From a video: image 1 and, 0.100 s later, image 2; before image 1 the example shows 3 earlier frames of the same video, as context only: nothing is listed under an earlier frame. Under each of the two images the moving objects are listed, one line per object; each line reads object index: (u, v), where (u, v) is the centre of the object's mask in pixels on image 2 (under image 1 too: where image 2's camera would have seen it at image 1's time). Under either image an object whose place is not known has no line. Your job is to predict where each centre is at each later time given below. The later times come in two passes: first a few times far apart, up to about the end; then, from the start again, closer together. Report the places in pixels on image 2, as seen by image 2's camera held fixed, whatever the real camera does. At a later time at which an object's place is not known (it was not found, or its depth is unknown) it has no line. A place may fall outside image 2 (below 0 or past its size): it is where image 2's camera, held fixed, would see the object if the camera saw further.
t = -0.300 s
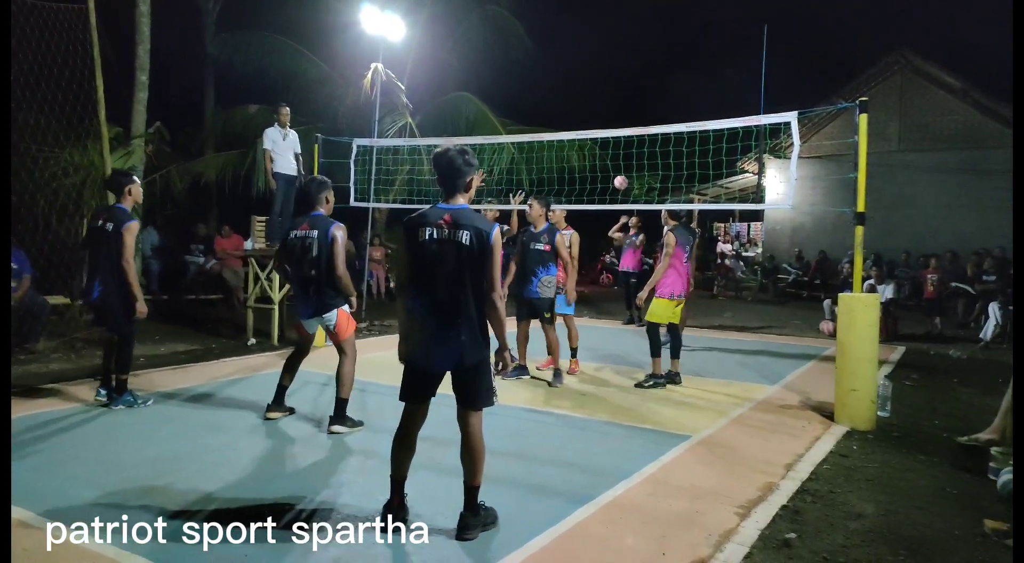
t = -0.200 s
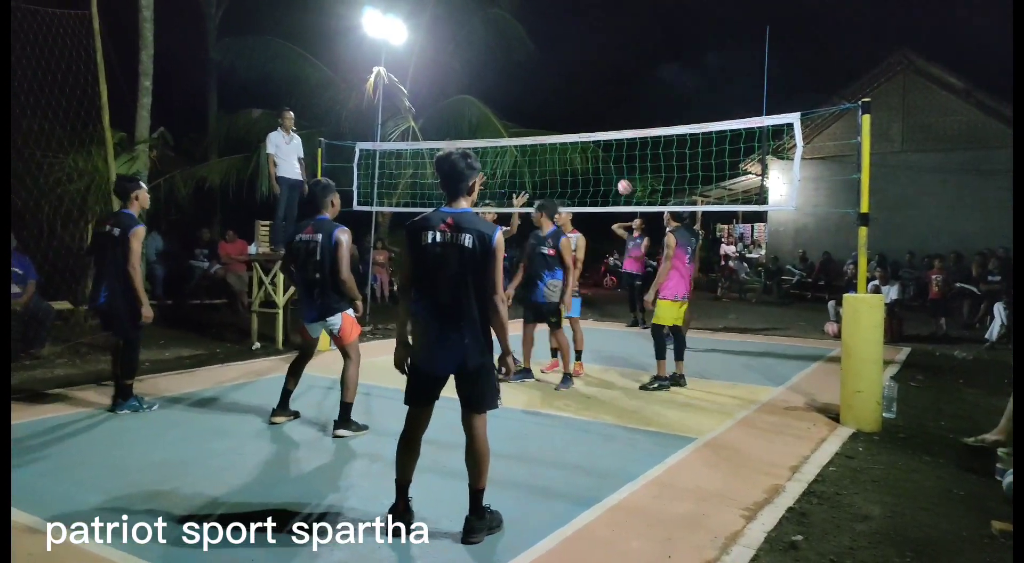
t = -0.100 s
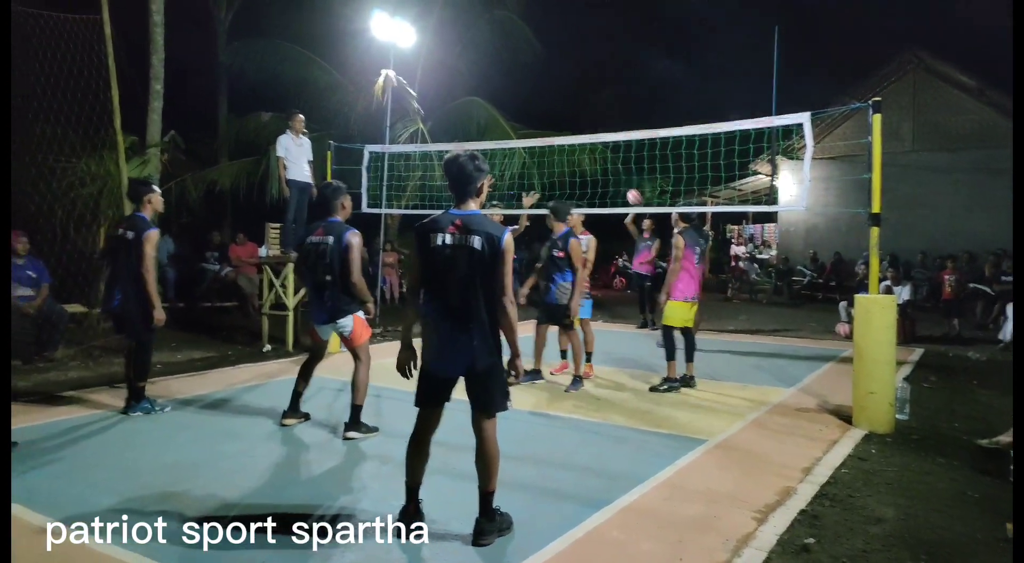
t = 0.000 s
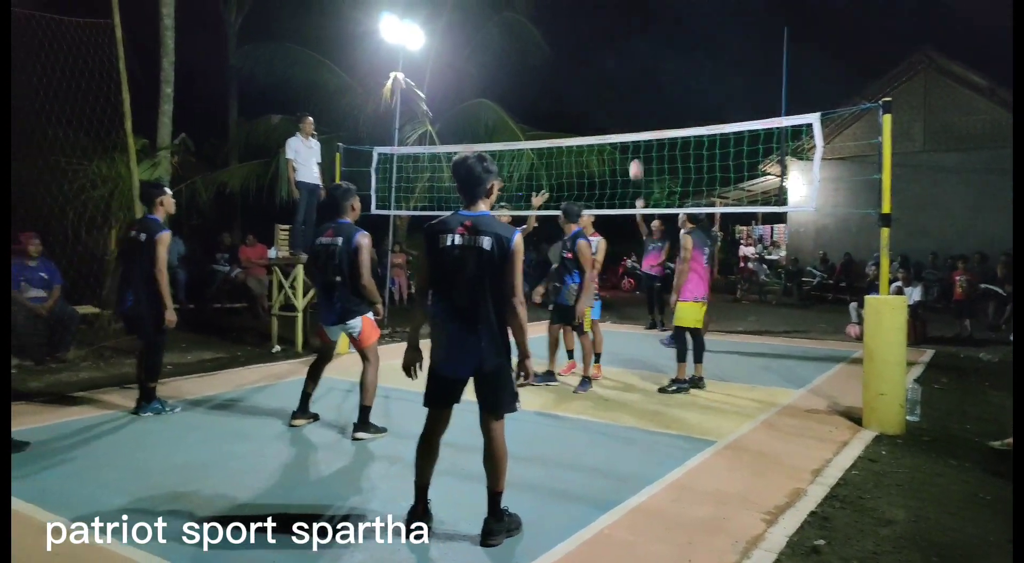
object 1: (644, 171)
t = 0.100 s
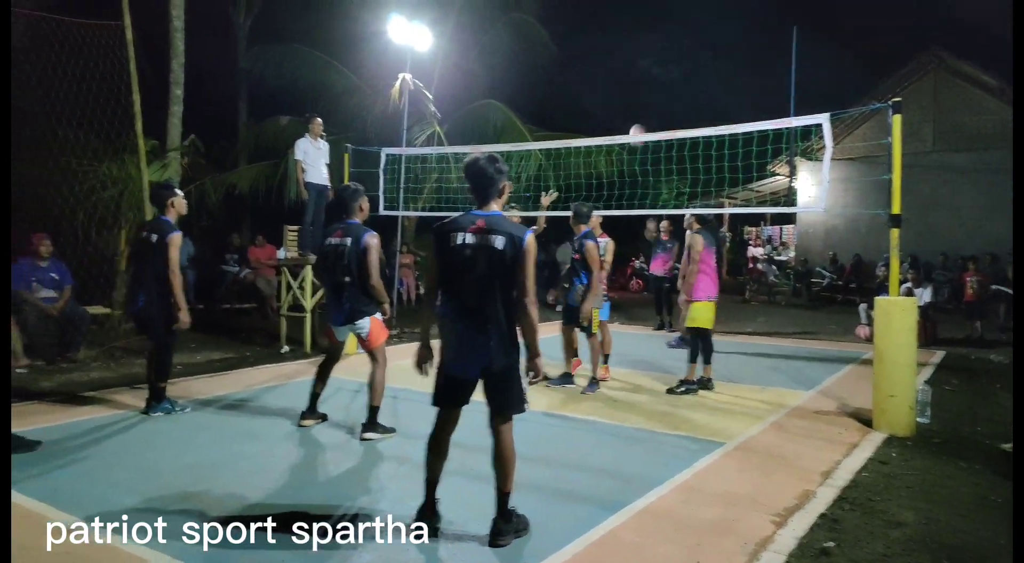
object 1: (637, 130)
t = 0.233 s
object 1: (624, 94)
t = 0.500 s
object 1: (585, 38)
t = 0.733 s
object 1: (535, 44)
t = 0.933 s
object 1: (482, 110)
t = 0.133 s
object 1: (634, 124)
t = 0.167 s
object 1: (631, 114)
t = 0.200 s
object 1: (628, 104)
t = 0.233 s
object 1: (624, 94)
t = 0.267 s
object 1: (620, 85)
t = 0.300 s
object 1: (615, 76)
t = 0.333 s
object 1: (610, 68)
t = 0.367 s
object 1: (606, 60)
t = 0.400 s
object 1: (601, 54)
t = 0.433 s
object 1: (596, 47)
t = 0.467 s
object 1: (590, 43)
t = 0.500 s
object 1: (585, 38)
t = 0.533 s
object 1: (579, 35)
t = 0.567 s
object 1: (573, 34)
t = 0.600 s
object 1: (566, 33)
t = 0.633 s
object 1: (559, 34)
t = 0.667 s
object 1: (552, 36)
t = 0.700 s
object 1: (544, 39)
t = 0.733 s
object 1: (535, 44)
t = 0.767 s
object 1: (528, 50)
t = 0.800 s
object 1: (520, 58)
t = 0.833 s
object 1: (511, 68)
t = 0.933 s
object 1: (482, 110)
